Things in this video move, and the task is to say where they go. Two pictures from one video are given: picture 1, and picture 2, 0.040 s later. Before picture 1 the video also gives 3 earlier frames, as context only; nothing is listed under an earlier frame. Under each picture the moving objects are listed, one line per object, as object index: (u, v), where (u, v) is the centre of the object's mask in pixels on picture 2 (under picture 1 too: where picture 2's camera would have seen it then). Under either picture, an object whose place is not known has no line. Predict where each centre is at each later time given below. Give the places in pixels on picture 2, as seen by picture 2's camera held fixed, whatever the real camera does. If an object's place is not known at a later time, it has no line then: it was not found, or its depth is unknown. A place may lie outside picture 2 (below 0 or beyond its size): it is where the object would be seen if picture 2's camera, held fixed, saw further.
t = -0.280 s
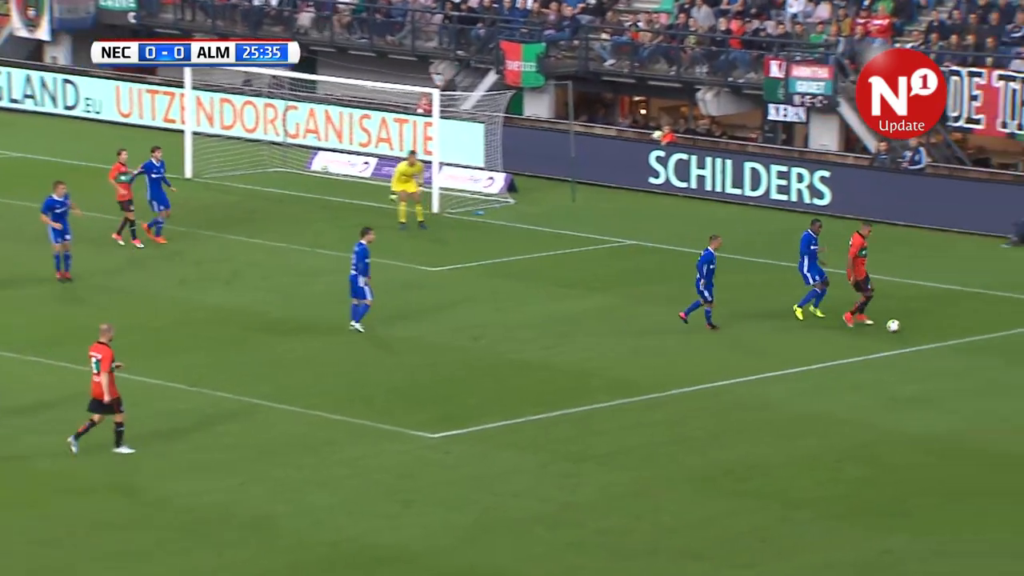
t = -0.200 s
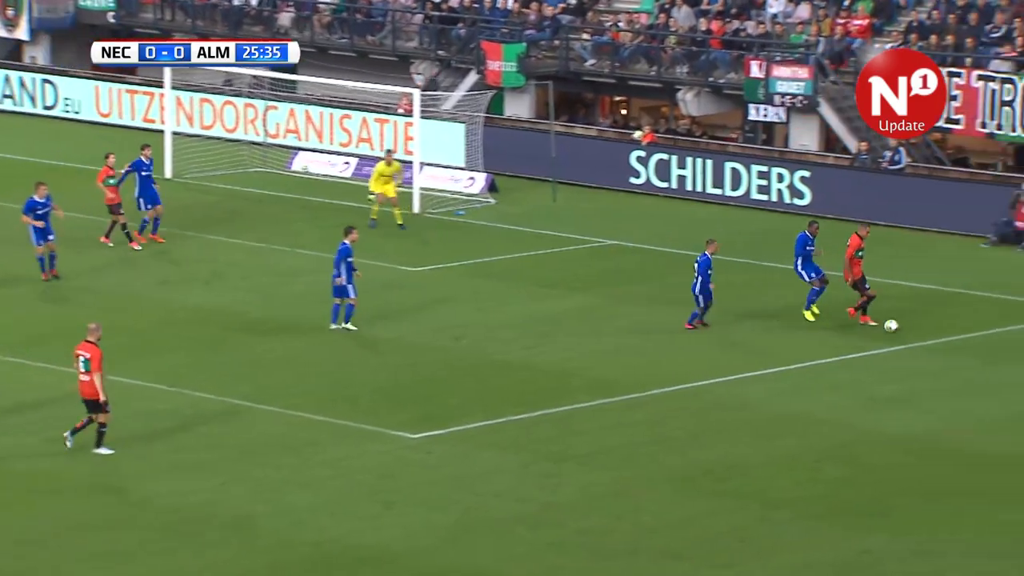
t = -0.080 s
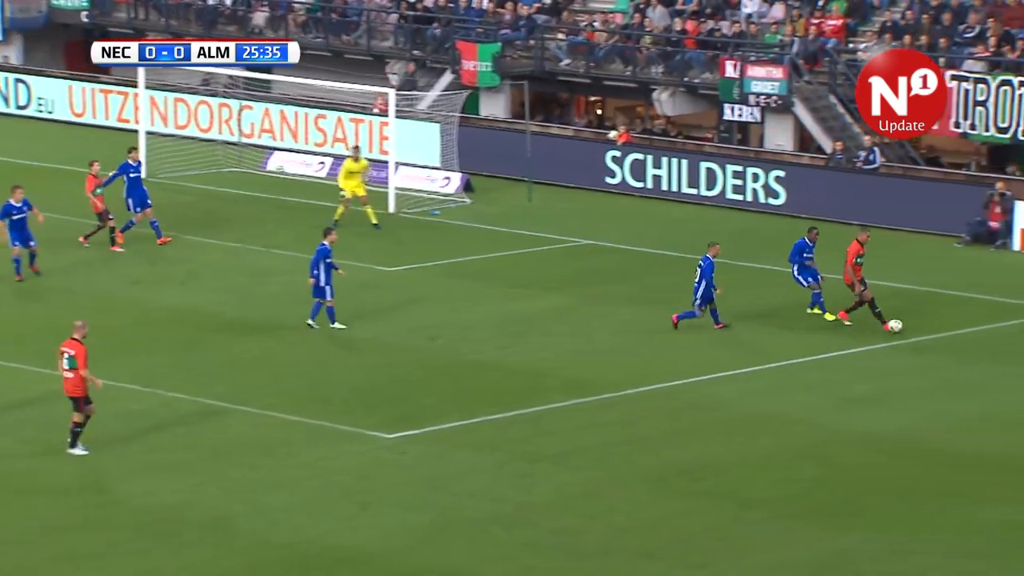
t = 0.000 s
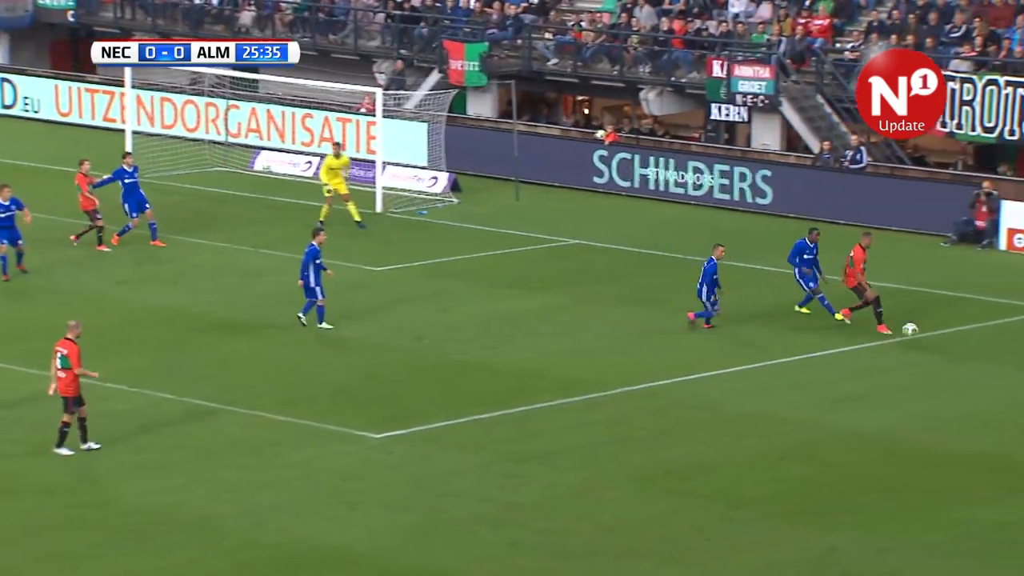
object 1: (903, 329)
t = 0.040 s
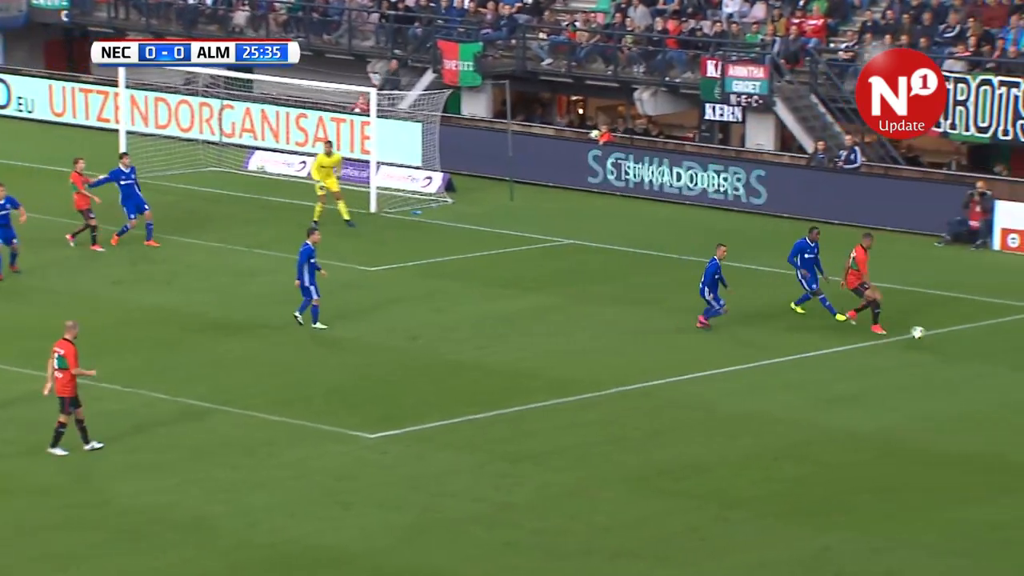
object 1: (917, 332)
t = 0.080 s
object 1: (931, 336)
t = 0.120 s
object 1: (945, 342)
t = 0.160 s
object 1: (958, 349)
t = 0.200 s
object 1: (972, 356)
